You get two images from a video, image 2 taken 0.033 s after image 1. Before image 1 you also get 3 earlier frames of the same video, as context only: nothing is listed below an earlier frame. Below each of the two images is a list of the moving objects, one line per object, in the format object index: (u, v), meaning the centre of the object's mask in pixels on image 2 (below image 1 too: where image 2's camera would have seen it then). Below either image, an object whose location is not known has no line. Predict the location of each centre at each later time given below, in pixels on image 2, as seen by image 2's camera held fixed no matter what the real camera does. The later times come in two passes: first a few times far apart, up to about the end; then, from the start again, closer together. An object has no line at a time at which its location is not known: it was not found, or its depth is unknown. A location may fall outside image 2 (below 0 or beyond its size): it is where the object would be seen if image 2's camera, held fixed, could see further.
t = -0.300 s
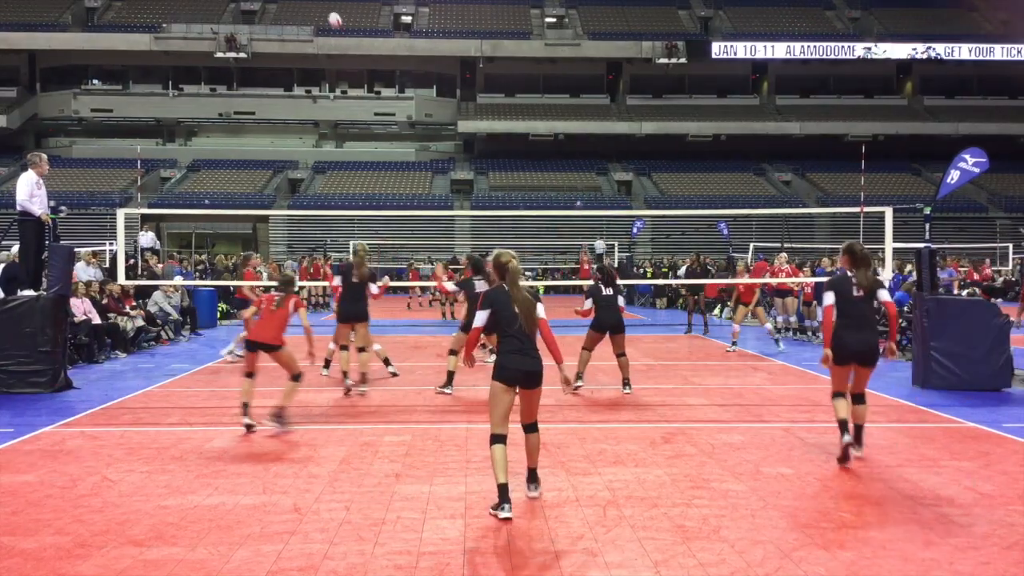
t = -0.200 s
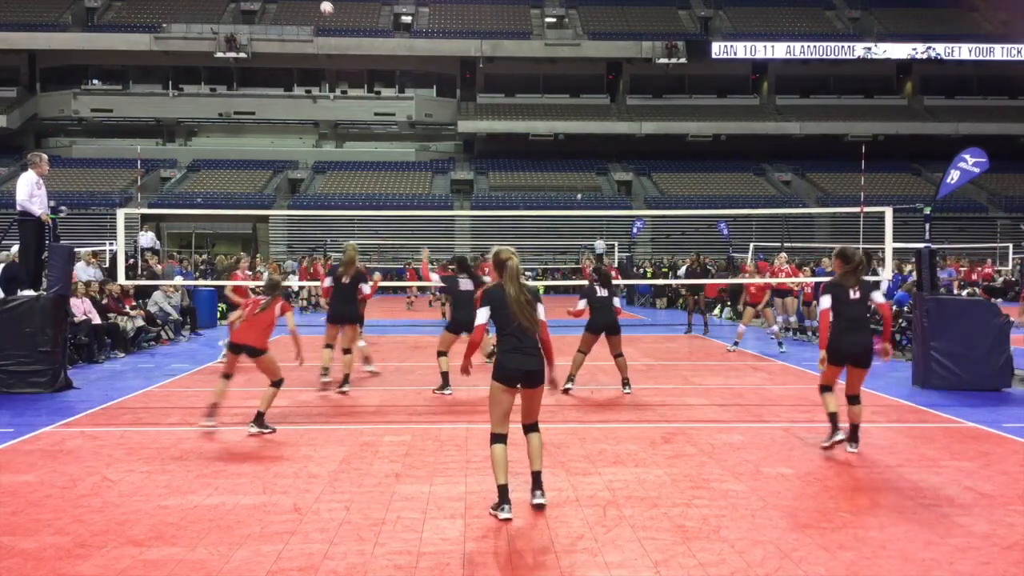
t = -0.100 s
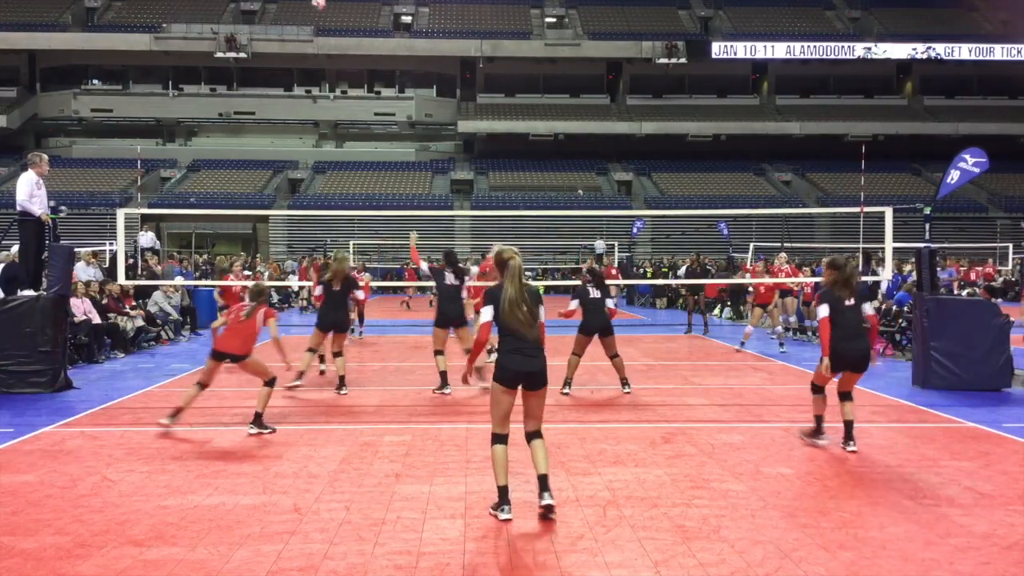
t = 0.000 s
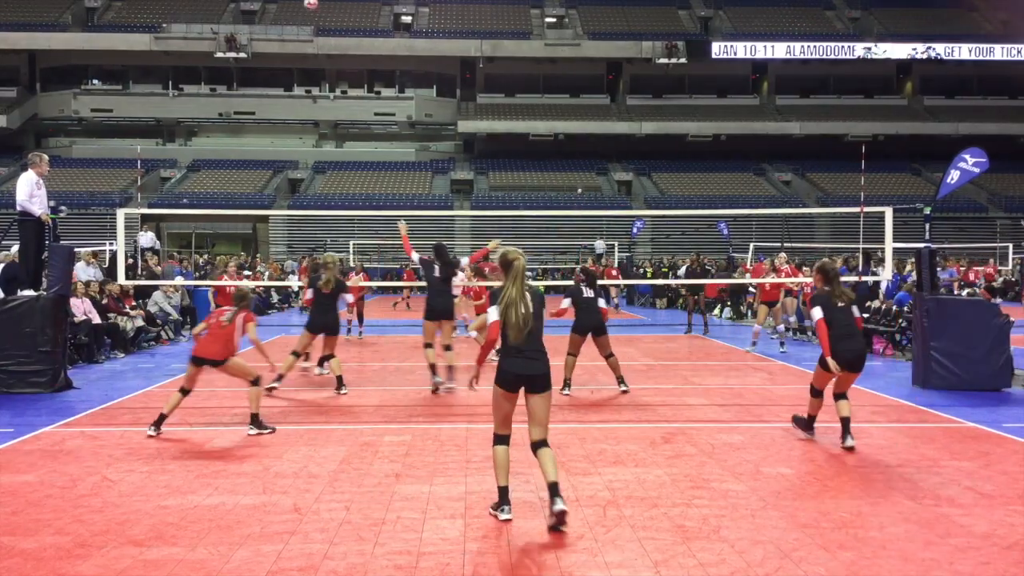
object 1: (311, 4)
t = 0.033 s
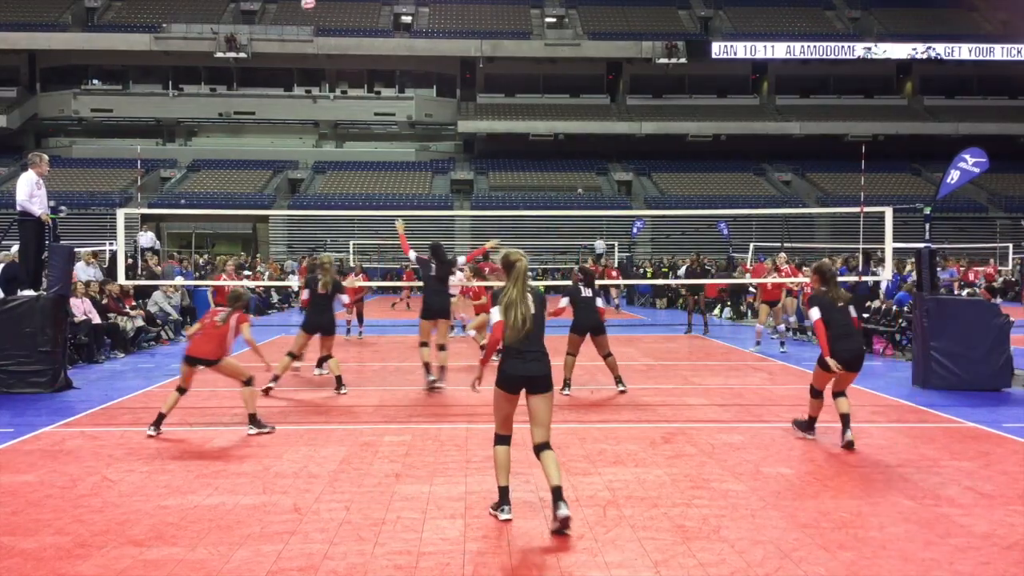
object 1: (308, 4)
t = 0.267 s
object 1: (288, 31)
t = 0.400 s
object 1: (277, 66)
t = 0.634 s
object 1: (259, 153)
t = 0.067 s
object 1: (305, 6)
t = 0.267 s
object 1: (288, 31)
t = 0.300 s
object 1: (285, 38)
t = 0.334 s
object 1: (282, 47)
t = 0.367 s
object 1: (279, 56)
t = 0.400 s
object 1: (277, 66)
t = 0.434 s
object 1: (274, 76)
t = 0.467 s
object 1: (272, 85)
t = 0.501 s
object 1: (269, 98)
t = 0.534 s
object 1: (266, 109)
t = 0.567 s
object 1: (263, 124)
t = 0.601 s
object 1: (262, 139)
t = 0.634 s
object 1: (259, 153)
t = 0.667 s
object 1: (256, 168)
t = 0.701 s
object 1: (253, 184)
